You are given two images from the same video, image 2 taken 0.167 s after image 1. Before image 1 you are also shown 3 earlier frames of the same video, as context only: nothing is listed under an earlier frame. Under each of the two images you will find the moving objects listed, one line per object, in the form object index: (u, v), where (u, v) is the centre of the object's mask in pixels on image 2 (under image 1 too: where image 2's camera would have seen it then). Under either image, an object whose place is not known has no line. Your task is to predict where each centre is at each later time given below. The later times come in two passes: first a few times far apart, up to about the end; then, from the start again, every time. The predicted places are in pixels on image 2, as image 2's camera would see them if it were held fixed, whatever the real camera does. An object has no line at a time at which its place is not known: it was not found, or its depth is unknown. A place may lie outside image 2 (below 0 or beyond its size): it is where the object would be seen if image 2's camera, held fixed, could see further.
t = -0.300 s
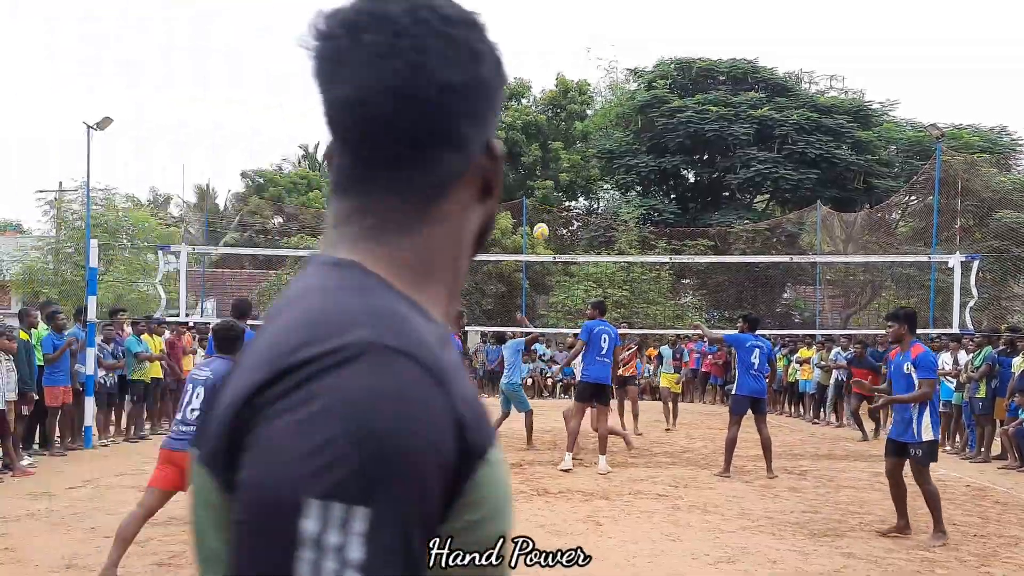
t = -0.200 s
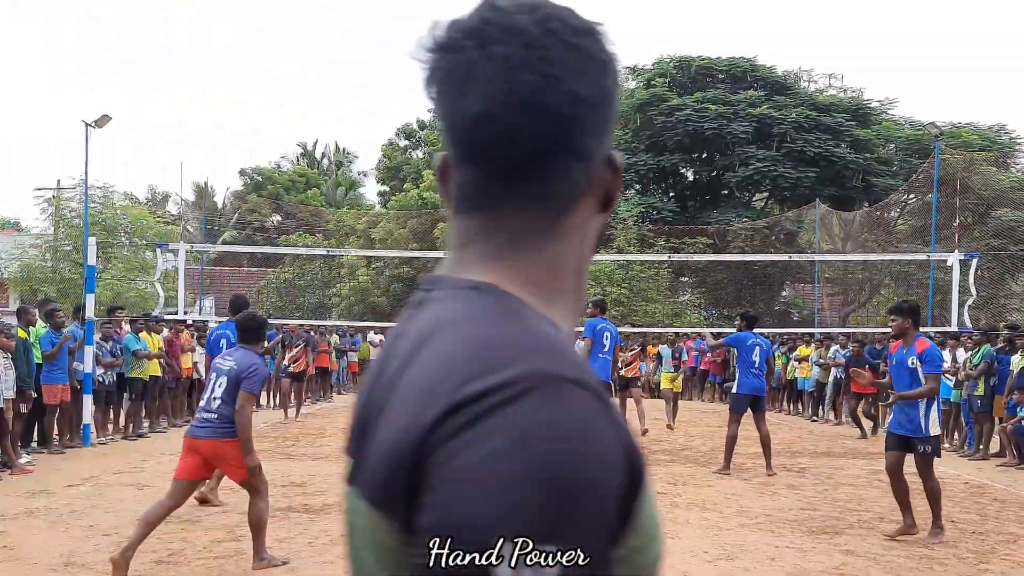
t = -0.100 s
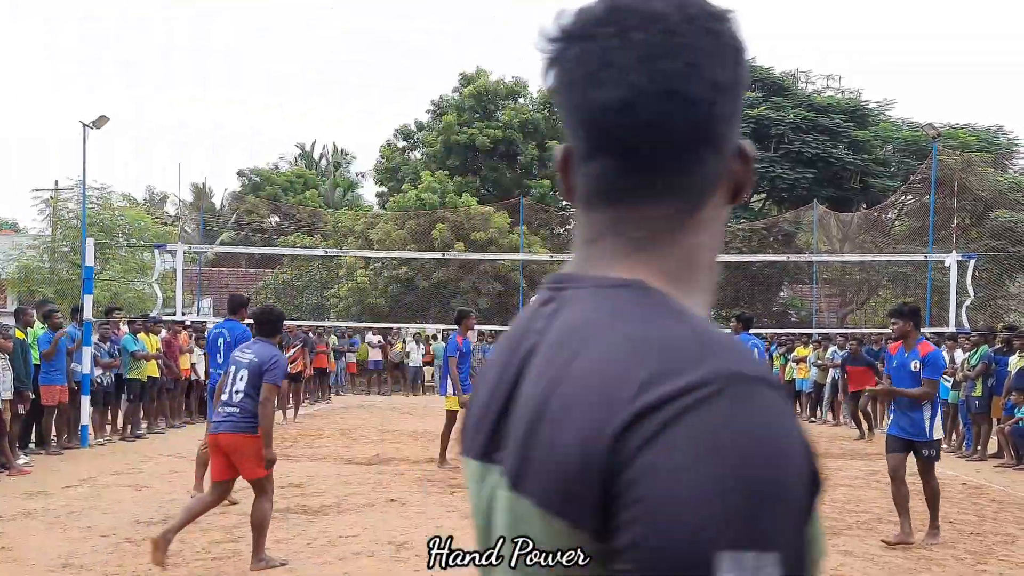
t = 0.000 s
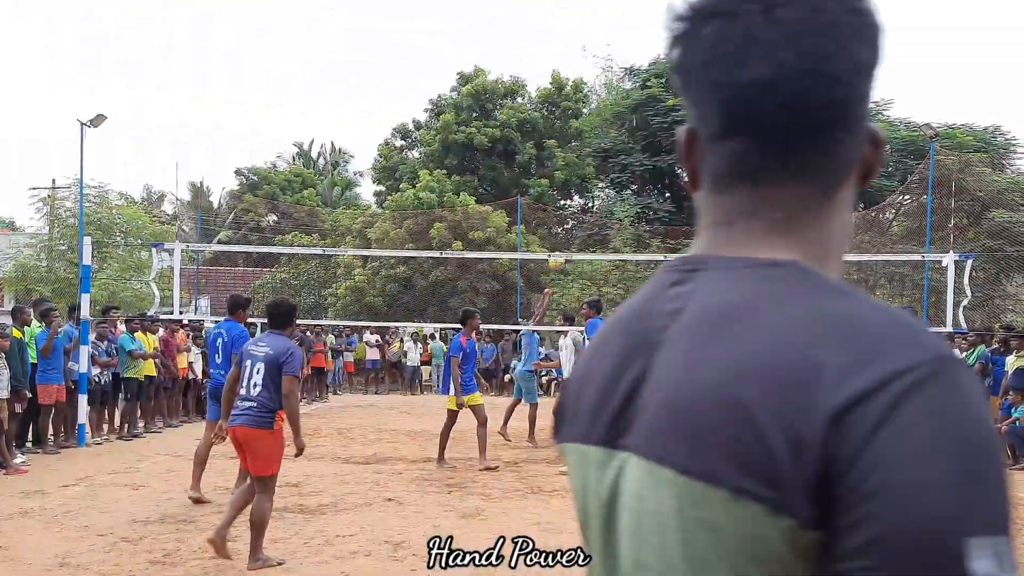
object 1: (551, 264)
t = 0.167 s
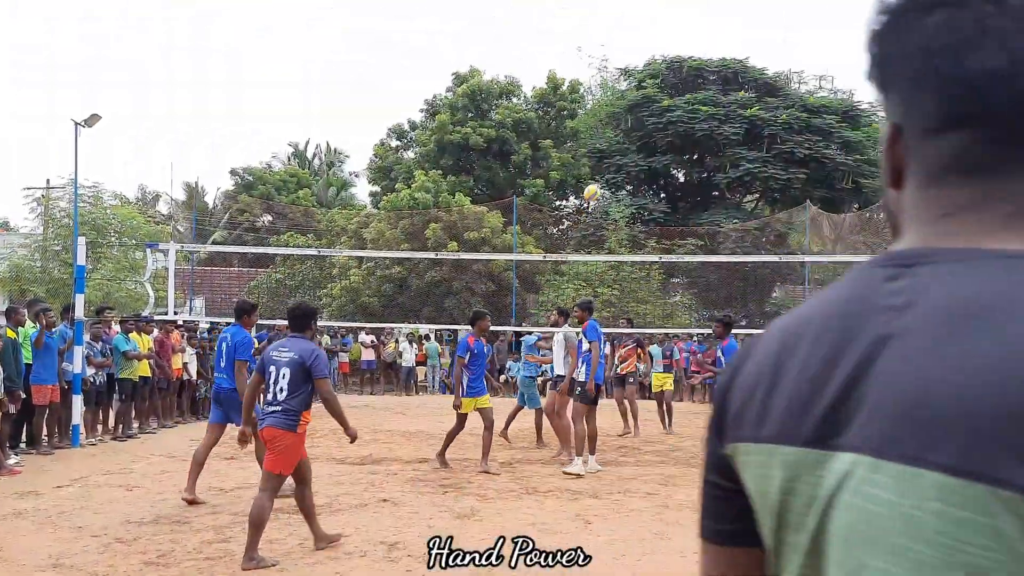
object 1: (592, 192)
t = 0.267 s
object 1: (616, 162)
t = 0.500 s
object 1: (672, 116)
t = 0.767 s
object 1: (736, 113)
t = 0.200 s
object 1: (600, 181)
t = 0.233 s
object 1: (608, 172)
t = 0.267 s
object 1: (616, 162)
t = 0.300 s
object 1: (624, 153)
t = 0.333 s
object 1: (632, 145)
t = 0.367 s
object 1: (640, 138)
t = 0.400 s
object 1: (648, 131)
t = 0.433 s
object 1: (656, 126)
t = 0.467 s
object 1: (664, 121)
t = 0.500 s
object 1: (672, 116)
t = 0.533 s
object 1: (680, 113)
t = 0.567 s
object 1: (688, 111)
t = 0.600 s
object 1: (696, 109)
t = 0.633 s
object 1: (704, 108)
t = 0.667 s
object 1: (712, 108)
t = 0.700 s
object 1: (720, 109)
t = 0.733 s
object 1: (728, 111)
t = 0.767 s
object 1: (736, 113)
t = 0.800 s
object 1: (744, 116)
